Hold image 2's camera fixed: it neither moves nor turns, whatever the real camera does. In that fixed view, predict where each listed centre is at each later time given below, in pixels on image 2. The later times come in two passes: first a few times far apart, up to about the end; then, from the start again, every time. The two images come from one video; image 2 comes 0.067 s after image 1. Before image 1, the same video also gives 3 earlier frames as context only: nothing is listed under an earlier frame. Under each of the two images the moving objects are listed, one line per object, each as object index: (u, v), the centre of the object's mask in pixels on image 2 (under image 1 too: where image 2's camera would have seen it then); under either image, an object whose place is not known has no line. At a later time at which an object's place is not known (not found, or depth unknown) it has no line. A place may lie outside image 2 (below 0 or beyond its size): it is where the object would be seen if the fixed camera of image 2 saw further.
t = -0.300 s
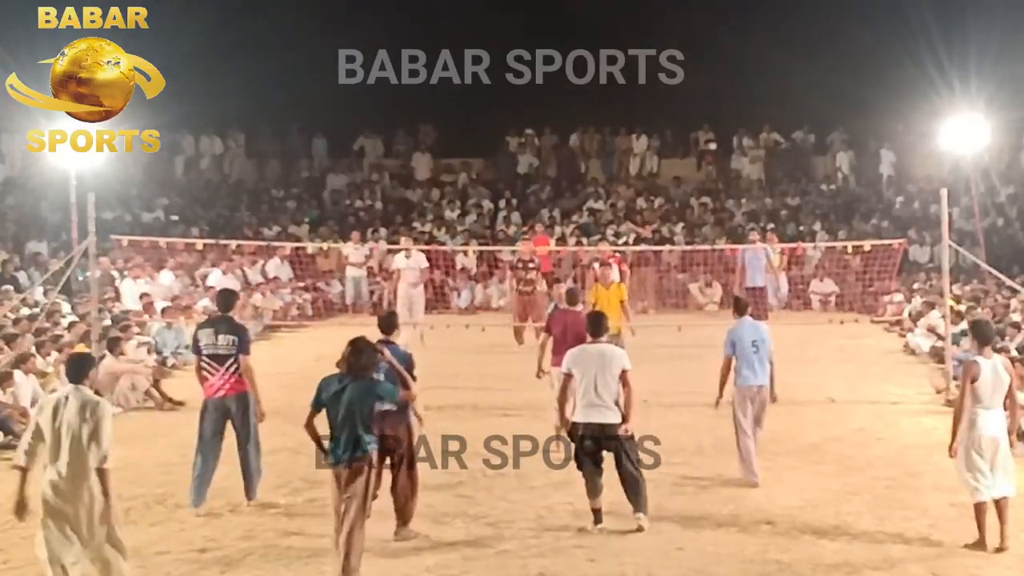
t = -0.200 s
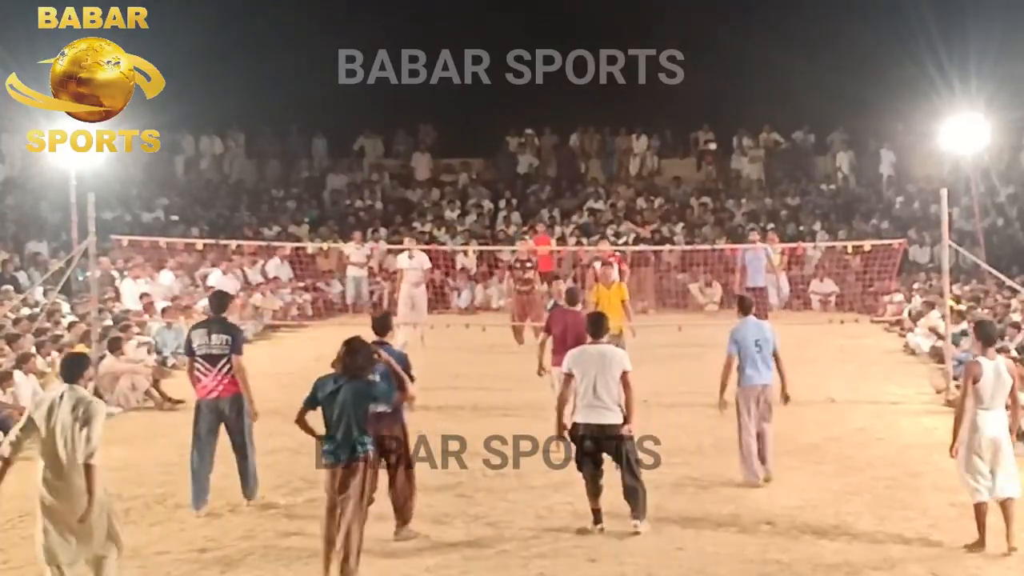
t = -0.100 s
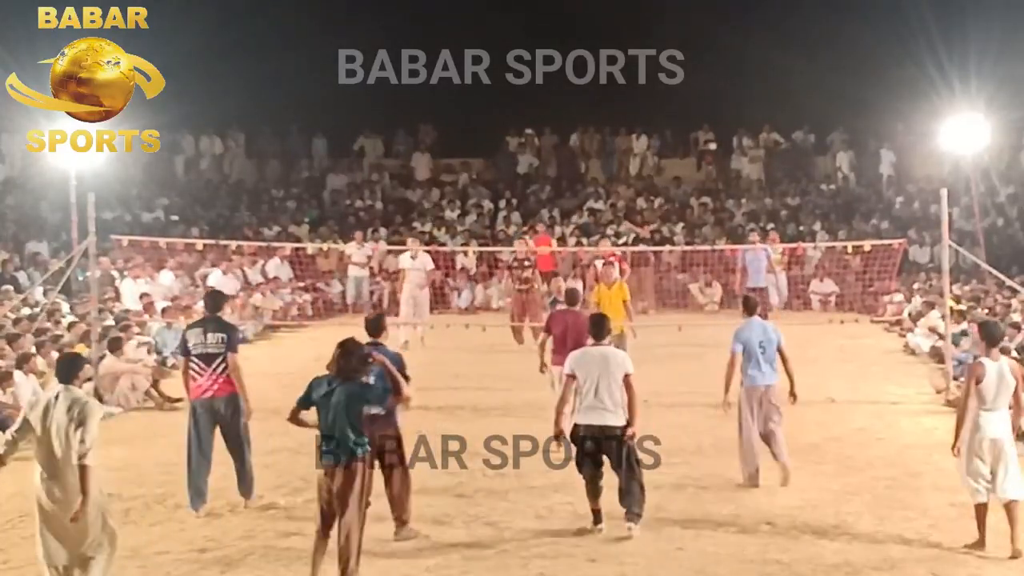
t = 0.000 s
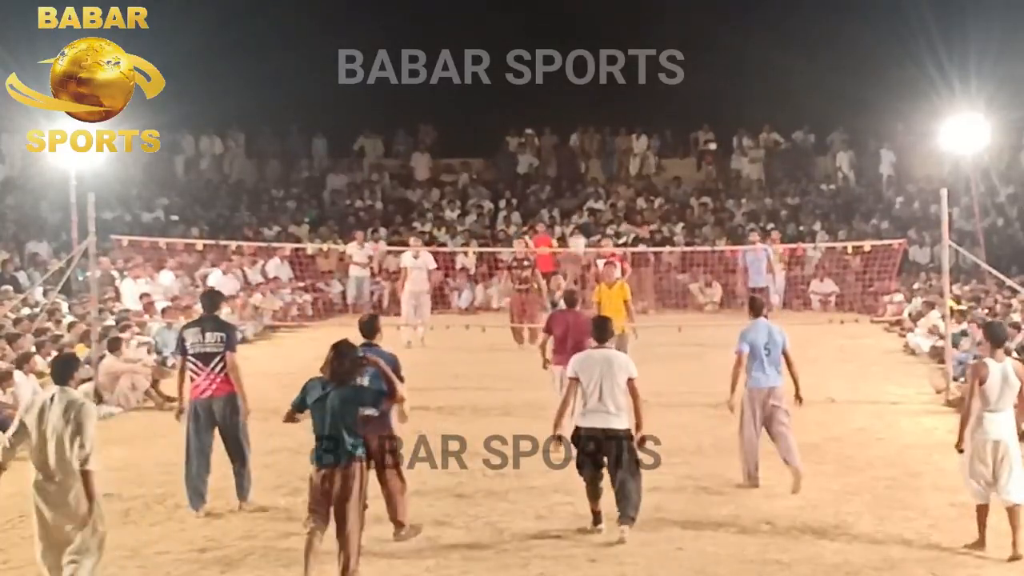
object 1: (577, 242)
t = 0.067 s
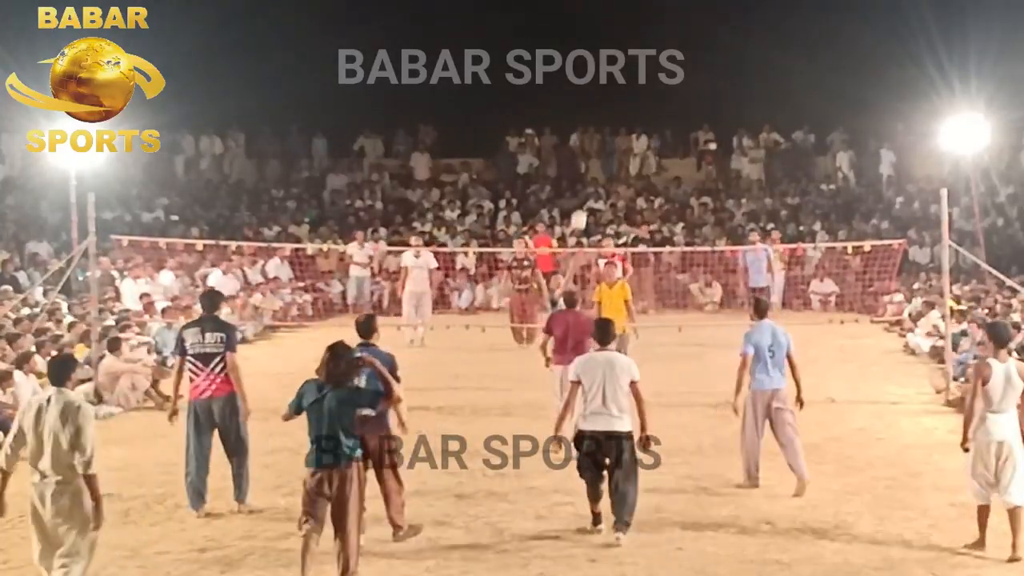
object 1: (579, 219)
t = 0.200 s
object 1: (581, 181)
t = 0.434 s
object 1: (586, 155)
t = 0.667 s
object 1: (592, 181)
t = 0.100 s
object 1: (579, 209)
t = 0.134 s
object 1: (580, 198)
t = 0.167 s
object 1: (580, 190)
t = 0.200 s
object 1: (581, 181)
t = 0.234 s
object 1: (582, 174)
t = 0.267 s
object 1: (582, 168)
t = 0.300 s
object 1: (583, 164)
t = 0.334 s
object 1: (584, 160)
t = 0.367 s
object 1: (585, 157)
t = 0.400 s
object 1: (585, 156)
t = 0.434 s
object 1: (586, 155)
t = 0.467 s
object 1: (586, 156)
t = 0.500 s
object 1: (587, 157)
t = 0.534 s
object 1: (588, 160)
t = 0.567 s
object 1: (589, 164)
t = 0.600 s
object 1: (590, 168)
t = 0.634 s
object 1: (591, 174)
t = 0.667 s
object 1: (592, 181)
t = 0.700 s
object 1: (593, 189)
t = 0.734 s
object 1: (594, 199)
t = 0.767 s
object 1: (595, 208)
